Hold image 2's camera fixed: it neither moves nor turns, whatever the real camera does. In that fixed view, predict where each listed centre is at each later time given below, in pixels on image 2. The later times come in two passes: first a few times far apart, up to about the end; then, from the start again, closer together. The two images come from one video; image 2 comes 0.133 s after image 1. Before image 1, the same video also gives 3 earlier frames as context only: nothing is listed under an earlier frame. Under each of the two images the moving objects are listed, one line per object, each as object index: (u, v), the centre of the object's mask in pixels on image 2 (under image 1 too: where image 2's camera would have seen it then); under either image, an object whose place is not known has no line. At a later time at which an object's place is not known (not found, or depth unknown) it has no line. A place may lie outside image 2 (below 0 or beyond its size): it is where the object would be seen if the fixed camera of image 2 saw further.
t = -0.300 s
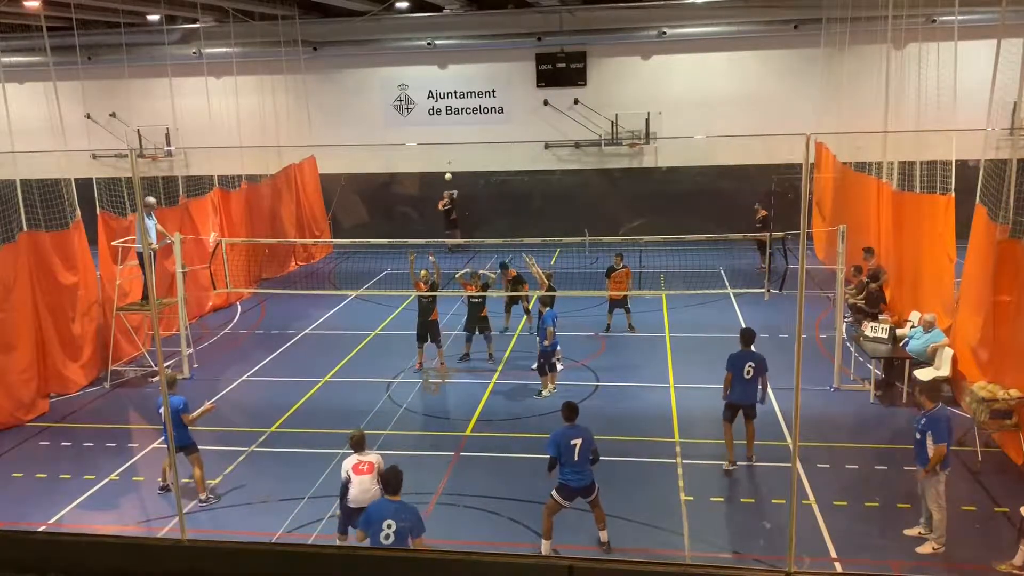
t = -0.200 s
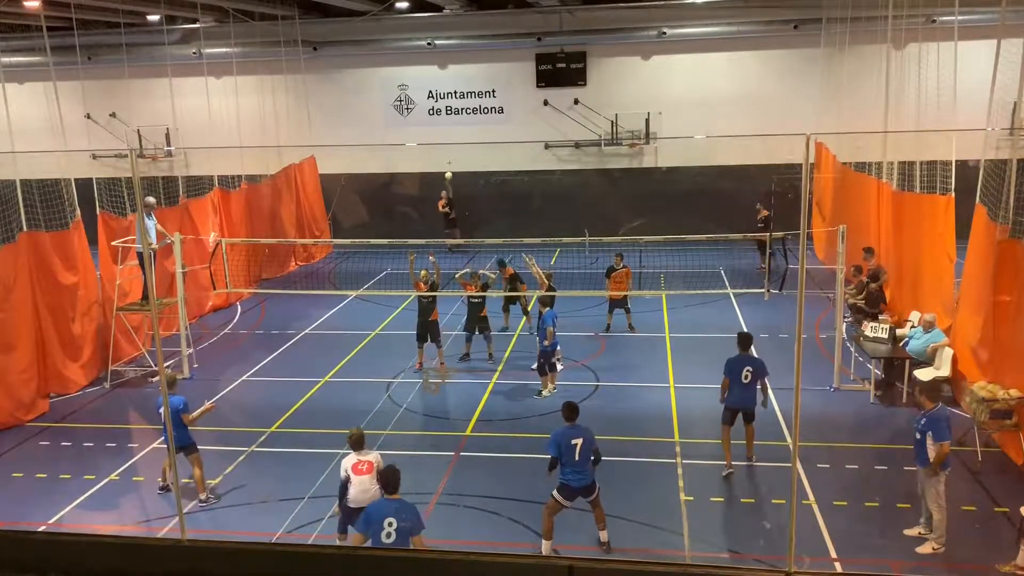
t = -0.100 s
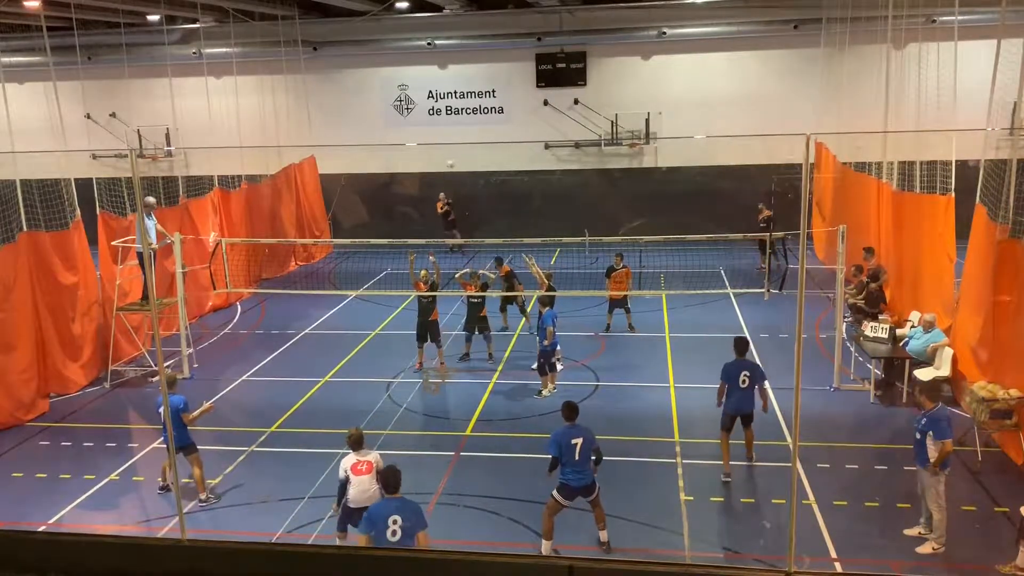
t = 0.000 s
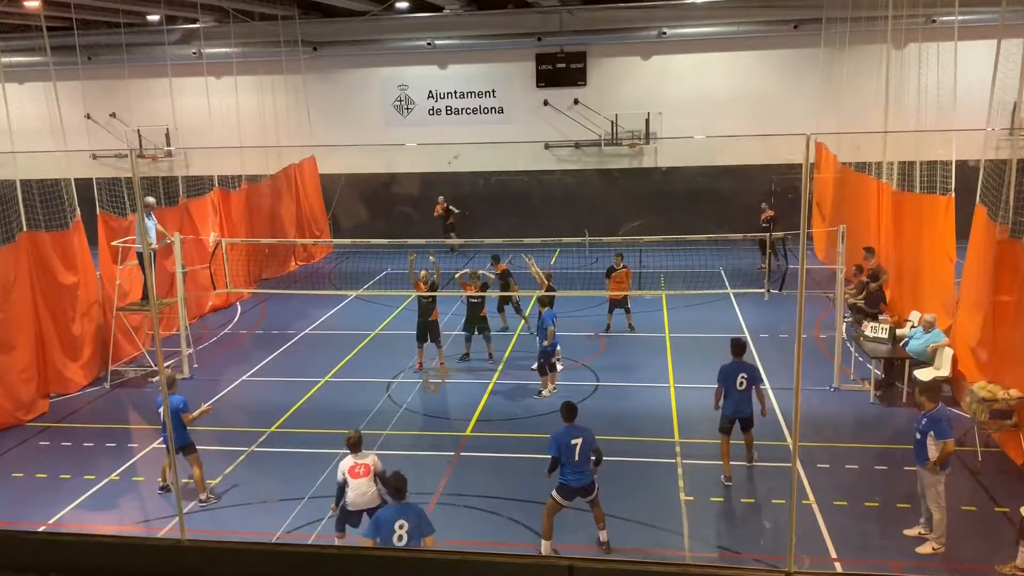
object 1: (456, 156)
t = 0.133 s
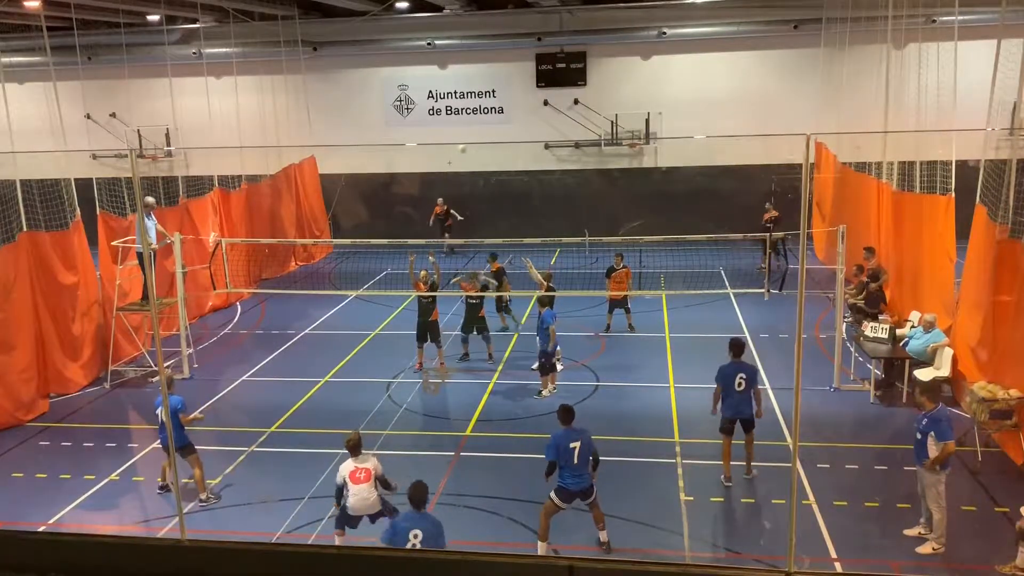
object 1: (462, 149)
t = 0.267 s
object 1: (469, 150)
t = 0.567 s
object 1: (493, 194)
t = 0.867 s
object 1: (524, 323)
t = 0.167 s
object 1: (464, 148)
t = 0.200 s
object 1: (465, 148)
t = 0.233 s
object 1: (467, 149)
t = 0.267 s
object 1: (469, 150)
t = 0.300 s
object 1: (472, 154)
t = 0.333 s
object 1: (473, 156)
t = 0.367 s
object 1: (476, 158)
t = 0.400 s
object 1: (480, 164)
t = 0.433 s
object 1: (482, 167)
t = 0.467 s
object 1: (484, 172)
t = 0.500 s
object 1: (487, 178)
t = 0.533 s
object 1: (490, 185)
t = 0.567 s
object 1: (493, 194)
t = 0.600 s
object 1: (497, 203)
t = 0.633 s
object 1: (500, 214)
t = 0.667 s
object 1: (504, 225)
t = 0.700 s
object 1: (506, 237)
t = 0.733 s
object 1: (510, 251)
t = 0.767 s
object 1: (513, 267)
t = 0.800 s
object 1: (517, 284)
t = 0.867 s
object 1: (524, 323)
